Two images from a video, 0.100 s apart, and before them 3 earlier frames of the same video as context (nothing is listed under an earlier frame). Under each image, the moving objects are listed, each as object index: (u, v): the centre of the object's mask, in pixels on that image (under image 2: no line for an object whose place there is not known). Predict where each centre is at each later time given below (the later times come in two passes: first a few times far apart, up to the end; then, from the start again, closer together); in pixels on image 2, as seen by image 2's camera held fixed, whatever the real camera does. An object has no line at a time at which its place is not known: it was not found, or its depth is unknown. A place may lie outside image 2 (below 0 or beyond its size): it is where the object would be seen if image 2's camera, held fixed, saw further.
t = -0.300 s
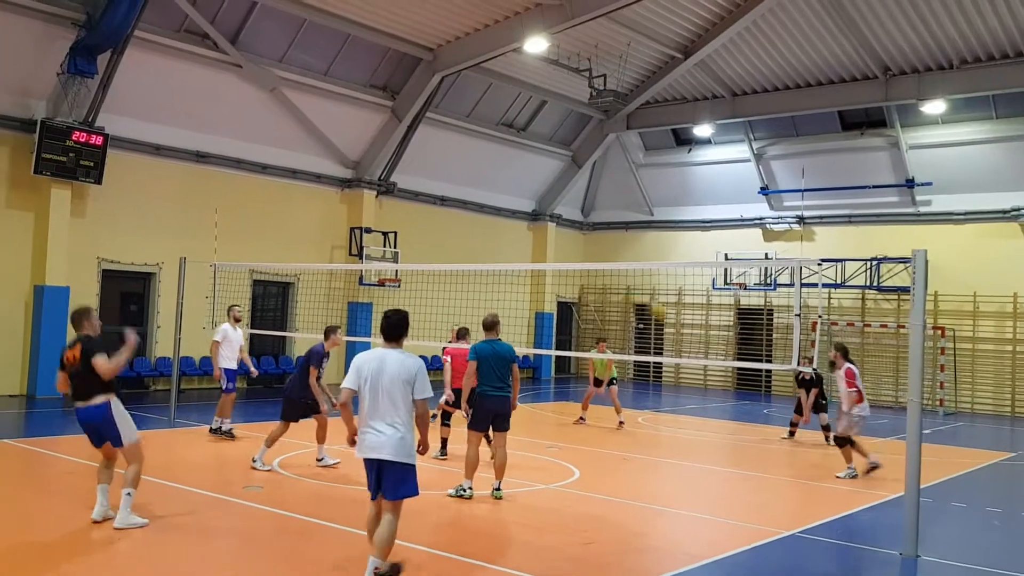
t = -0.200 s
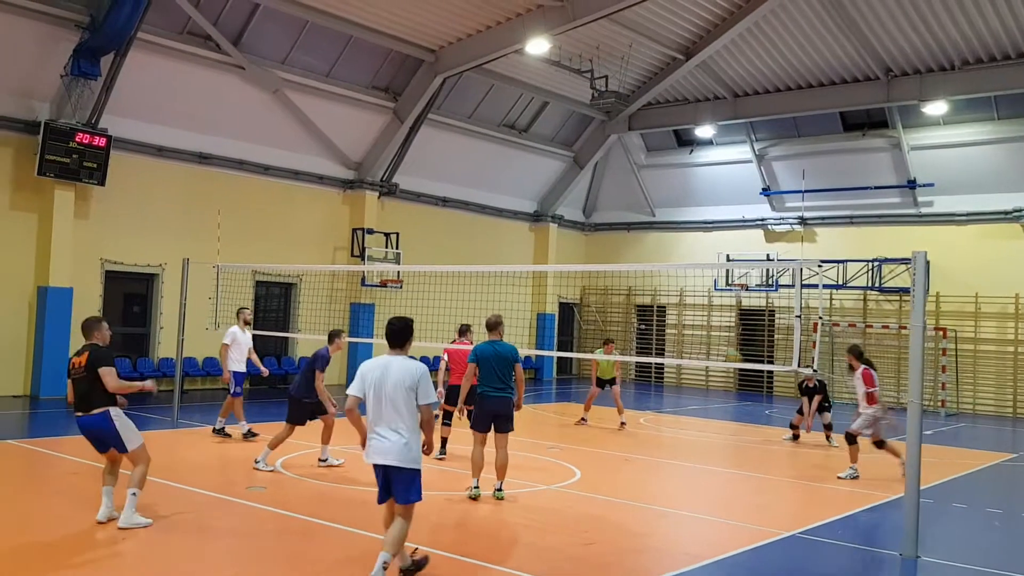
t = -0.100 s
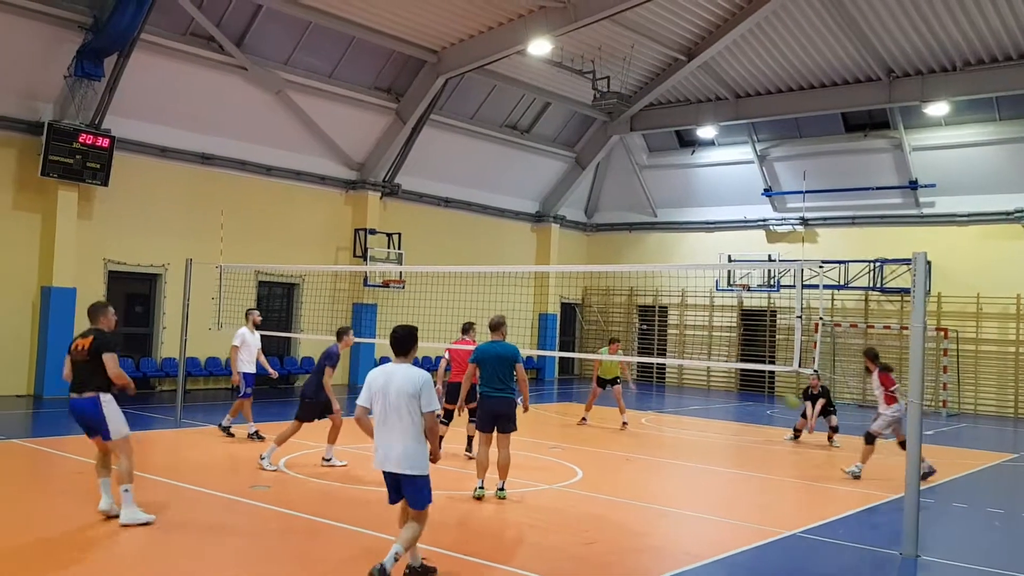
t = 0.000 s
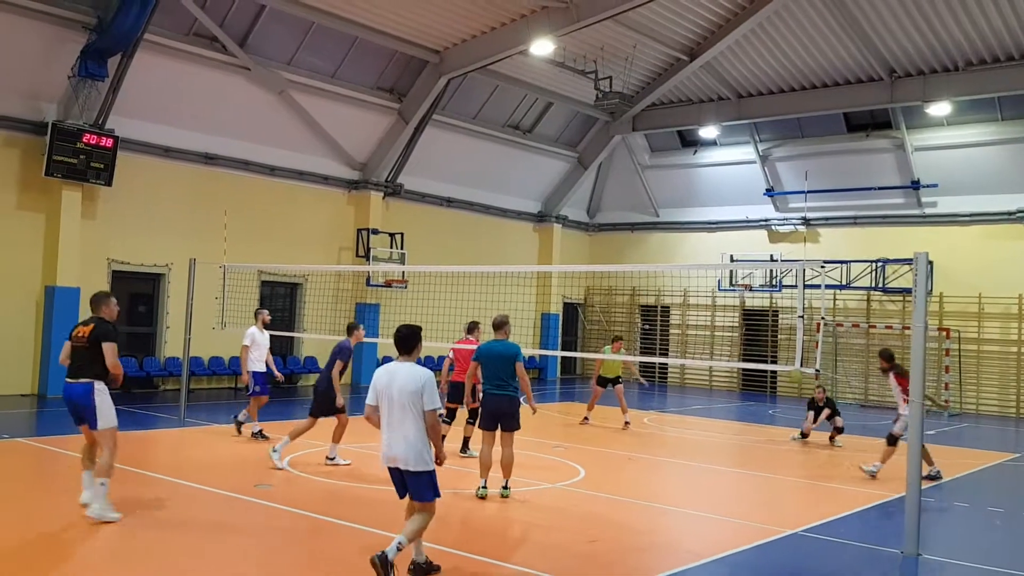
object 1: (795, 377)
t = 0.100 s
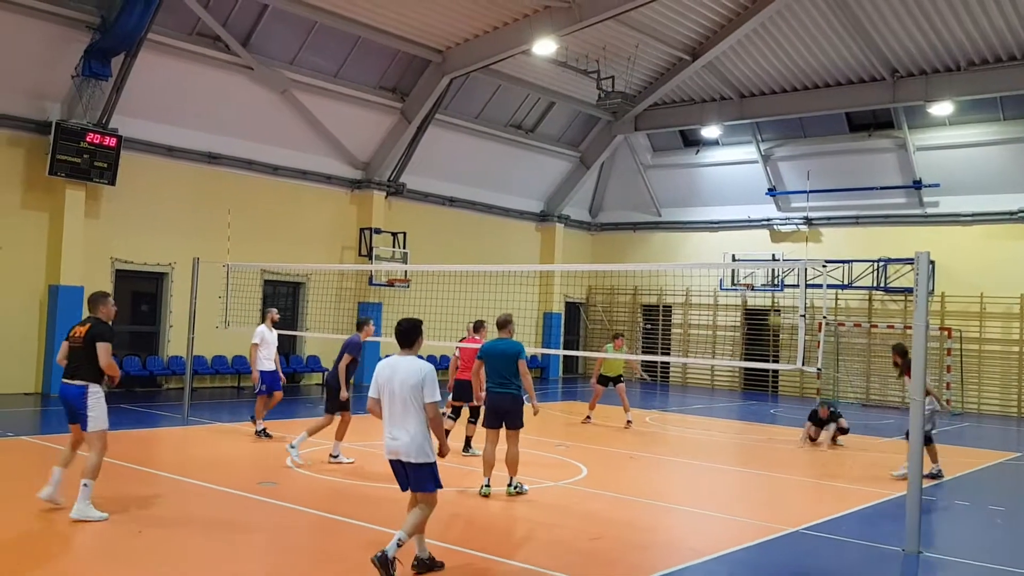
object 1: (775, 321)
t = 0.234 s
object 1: (743, 258)
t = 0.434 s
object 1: (707, 193)
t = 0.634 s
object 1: (668, 150)
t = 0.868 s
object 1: (624, 130)
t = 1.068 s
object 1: (584, 141)
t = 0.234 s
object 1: (743, 258)
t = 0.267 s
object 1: (740, 248)
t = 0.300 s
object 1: (733, 236)
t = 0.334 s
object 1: (727, 225)
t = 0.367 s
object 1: (720, 213)
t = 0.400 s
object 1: (714, 203)
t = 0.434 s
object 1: (707, 193)
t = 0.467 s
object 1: (700, 185)
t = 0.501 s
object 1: (694, 177)
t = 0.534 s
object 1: (688, 169)
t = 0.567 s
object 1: (682, 163)
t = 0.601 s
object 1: (675, 155)
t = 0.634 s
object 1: (668, 150)
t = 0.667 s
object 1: (662, 145)
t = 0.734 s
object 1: (650, 138)
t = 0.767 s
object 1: (642, 136)
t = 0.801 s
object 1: (635, 134)
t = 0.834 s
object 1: (630, 131)
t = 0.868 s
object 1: (624, 130)
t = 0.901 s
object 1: (617, 131)
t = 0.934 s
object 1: (610, 131)
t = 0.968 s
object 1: (604, 133)
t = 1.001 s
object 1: (598, 136)
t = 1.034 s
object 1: (591, 137)
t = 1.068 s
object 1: (584, 141)
